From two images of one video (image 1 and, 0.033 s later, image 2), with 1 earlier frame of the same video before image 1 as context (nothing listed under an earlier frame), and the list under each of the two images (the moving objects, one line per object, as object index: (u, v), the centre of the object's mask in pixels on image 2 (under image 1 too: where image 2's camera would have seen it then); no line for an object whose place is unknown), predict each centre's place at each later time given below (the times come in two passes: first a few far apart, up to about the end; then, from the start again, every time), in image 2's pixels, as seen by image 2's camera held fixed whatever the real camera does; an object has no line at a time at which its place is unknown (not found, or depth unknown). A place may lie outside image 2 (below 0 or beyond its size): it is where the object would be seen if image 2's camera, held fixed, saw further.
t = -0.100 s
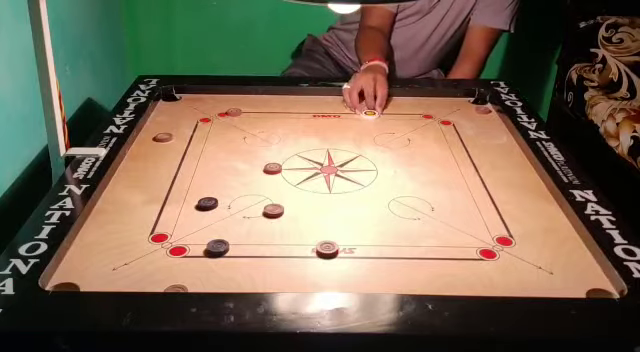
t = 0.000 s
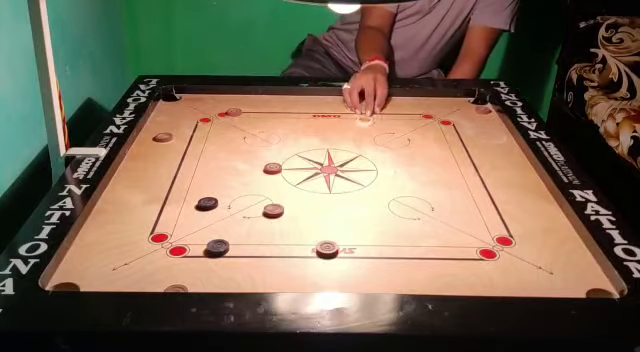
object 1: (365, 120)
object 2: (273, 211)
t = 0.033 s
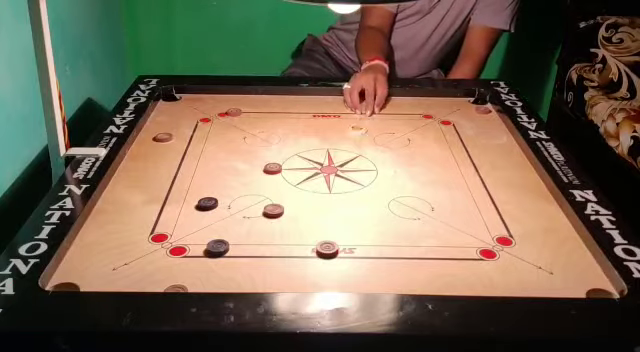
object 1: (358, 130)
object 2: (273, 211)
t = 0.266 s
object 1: (297, 193)
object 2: (273, 210)
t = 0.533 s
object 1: (270, 241)
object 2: (228, 238)
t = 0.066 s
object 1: (349, 137)
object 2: (273, 211)
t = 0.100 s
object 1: (343, 146)
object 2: (273, 211)
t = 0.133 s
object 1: (333, 155)
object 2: (273, 211)
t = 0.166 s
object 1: (325, 164)
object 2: (273, 211)
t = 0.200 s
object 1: (316, 173)
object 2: (273, 210)
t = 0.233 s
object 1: (307, 183)
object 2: (273, 210)
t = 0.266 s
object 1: (297, 193)
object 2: (273, 210)
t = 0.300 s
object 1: (289, 203)
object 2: (269, 212)
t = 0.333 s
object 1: (286, 209)
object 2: (250, 225)
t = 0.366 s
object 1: (283, 215)
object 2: (232, 236)
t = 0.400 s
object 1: (280, 220)
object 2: (229, 238)
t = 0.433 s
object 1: (278, 226)
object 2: (228, 238)
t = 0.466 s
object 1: (275, 232)
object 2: (228, 238)
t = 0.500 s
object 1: (272, 236)
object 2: (228, 238)
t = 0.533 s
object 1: (270, 241)
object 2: (228, 238)
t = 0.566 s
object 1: (268, 245)
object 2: (228, 238)
